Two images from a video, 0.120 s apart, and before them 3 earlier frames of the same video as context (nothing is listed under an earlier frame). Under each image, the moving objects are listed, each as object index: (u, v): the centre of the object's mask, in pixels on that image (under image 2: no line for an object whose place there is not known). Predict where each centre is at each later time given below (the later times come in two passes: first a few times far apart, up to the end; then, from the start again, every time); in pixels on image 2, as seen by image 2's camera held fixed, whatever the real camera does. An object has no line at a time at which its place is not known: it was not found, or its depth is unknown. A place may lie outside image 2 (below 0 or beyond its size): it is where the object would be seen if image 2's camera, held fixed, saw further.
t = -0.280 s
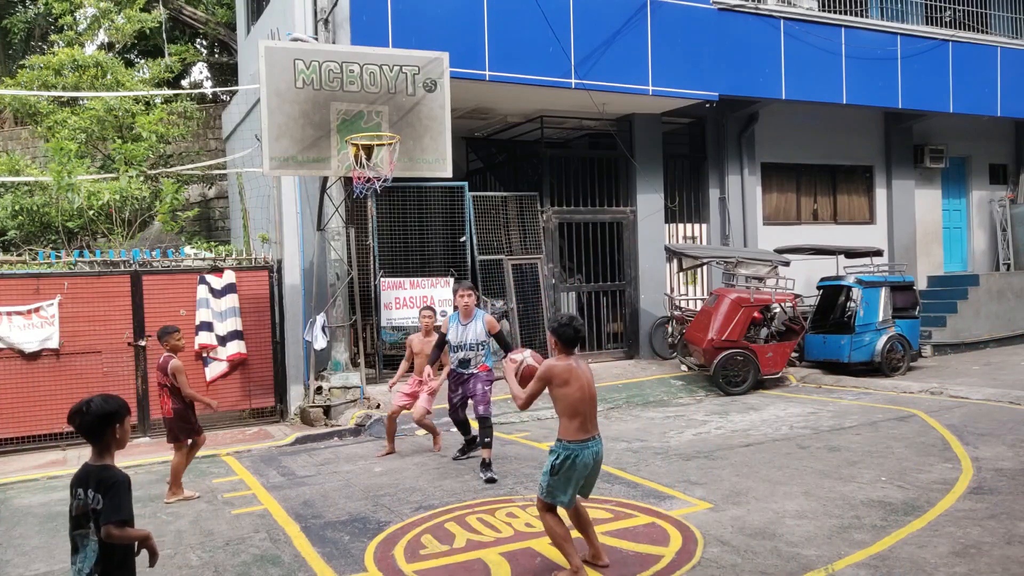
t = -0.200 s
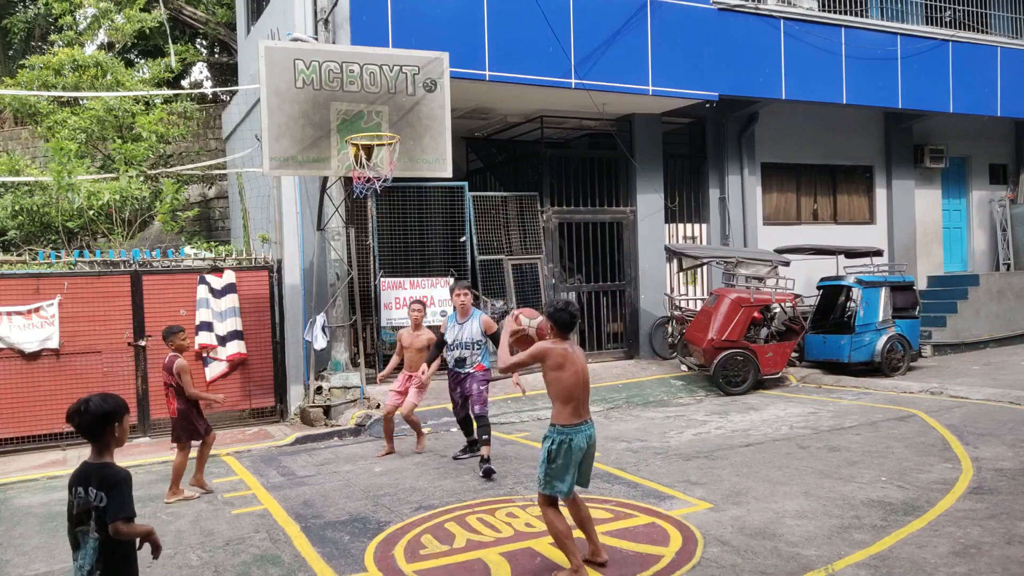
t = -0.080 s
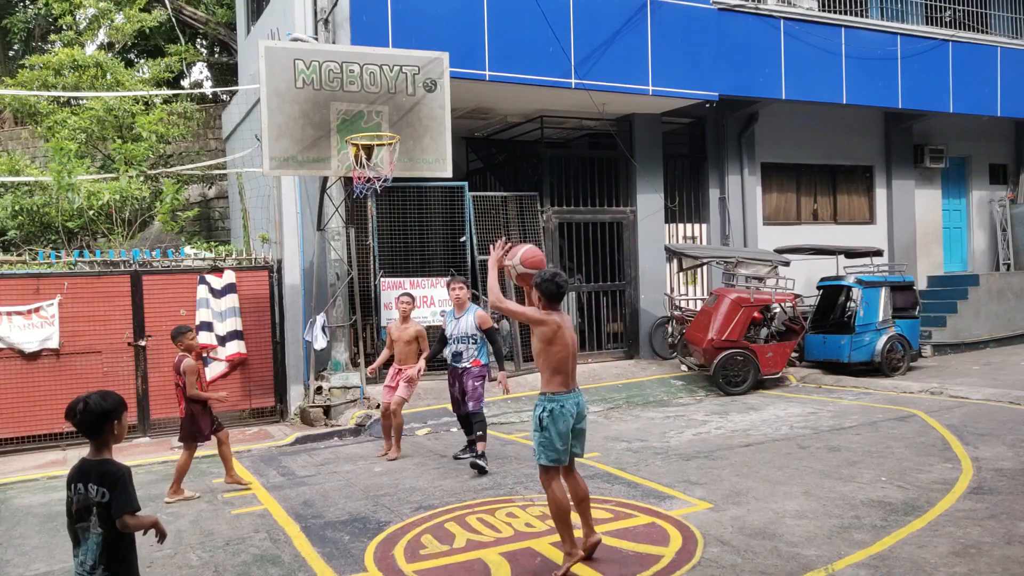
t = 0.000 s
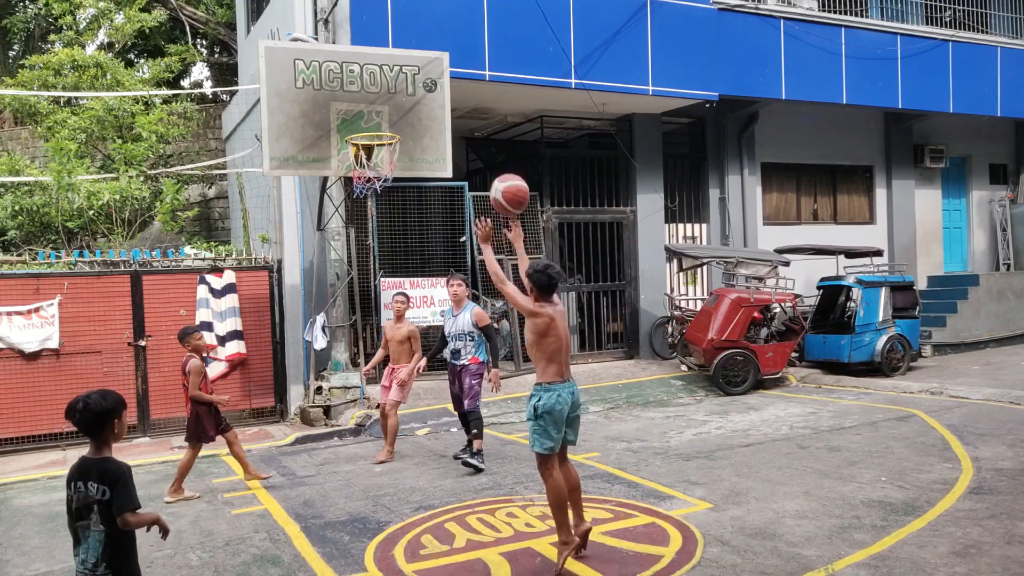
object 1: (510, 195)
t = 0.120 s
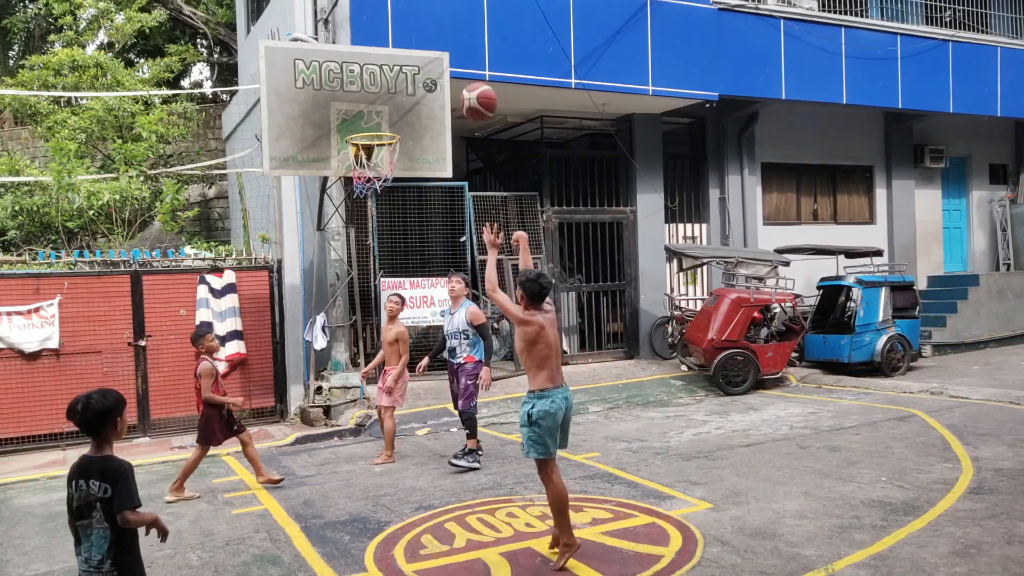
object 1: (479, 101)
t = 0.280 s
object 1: (445, 32)
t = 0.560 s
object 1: (402, 15)
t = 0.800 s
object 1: (377, 75)
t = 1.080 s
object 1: (391, 104)
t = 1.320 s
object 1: (446, 100)
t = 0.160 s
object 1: (469, 79)
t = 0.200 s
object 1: (461, 60)
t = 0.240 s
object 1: (452, 44)
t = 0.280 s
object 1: (445, 32)
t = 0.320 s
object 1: (437, 22)
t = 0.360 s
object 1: (431, 15)
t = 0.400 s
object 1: (424, 12)
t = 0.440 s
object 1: (418, 11)
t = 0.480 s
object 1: (412, 11)
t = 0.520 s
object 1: (407, 12)
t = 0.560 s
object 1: (402, 15)
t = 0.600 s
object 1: (397, 21)
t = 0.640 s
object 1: (393, 28)
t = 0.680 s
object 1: (388, 38)
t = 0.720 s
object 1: (384, 49)
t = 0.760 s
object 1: (381, 61)
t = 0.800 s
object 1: (377, 75)
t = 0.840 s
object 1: (373, 90)
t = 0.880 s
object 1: (370, 106)
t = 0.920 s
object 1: (367, 122)
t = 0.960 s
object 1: (368, 131)
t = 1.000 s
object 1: (375, 120)
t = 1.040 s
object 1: (383, 111)
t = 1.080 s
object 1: (391, 104)
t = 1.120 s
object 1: (399, 99)
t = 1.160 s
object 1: (407, 95)
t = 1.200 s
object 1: (416, 94)
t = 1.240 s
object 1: (426, 93)
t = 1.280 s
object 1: (435, 95)
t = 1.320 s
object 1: (446, 100)
